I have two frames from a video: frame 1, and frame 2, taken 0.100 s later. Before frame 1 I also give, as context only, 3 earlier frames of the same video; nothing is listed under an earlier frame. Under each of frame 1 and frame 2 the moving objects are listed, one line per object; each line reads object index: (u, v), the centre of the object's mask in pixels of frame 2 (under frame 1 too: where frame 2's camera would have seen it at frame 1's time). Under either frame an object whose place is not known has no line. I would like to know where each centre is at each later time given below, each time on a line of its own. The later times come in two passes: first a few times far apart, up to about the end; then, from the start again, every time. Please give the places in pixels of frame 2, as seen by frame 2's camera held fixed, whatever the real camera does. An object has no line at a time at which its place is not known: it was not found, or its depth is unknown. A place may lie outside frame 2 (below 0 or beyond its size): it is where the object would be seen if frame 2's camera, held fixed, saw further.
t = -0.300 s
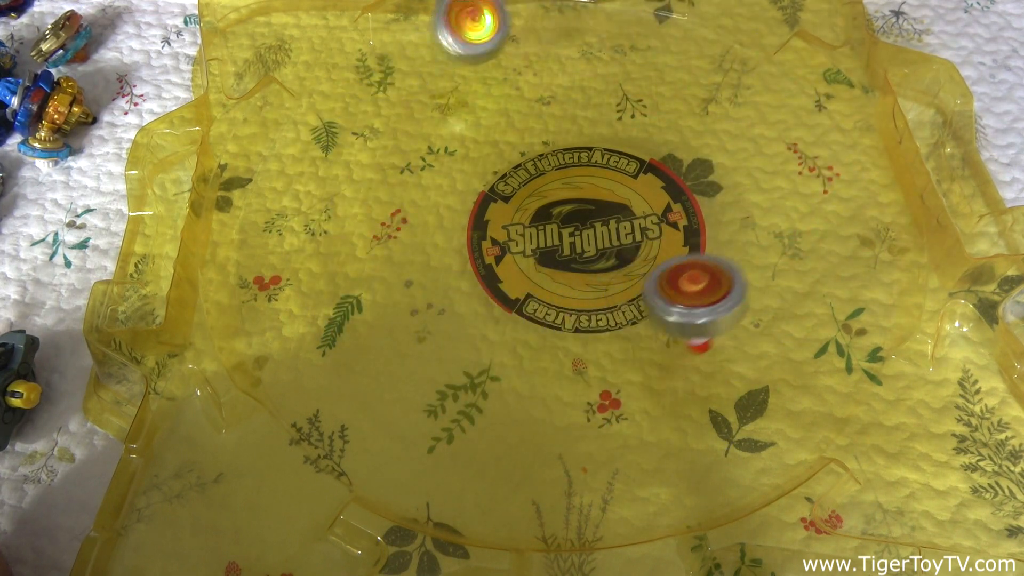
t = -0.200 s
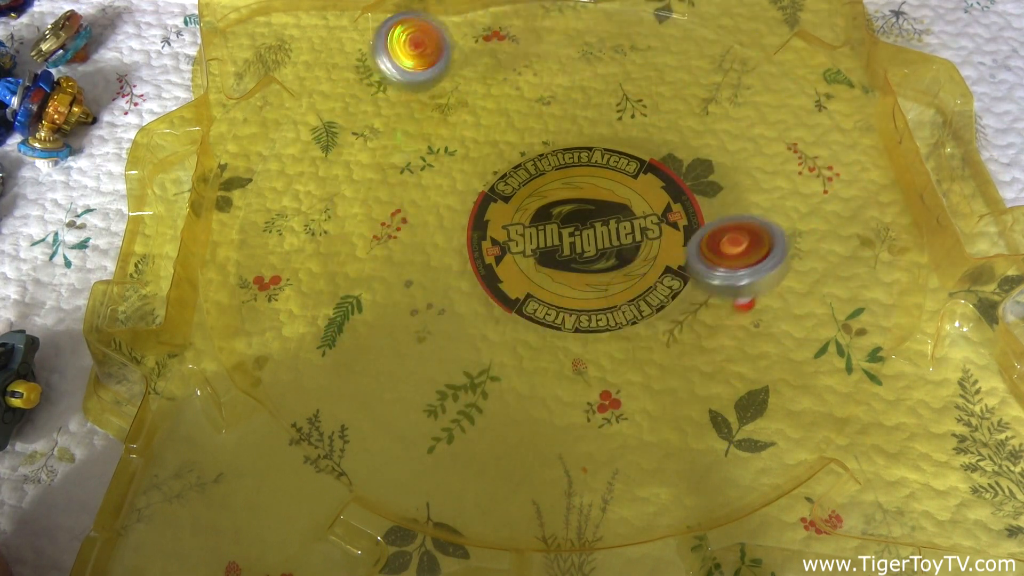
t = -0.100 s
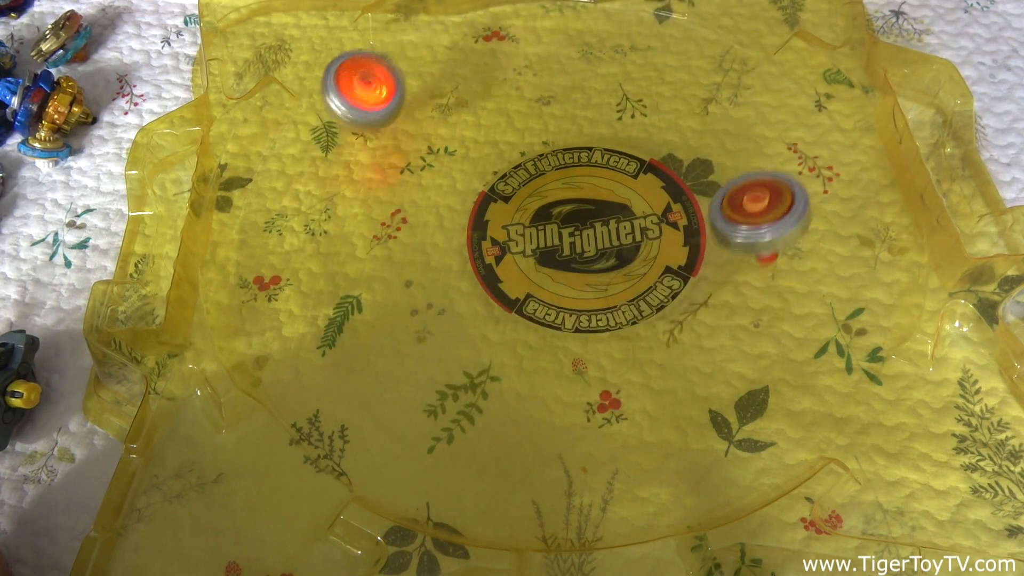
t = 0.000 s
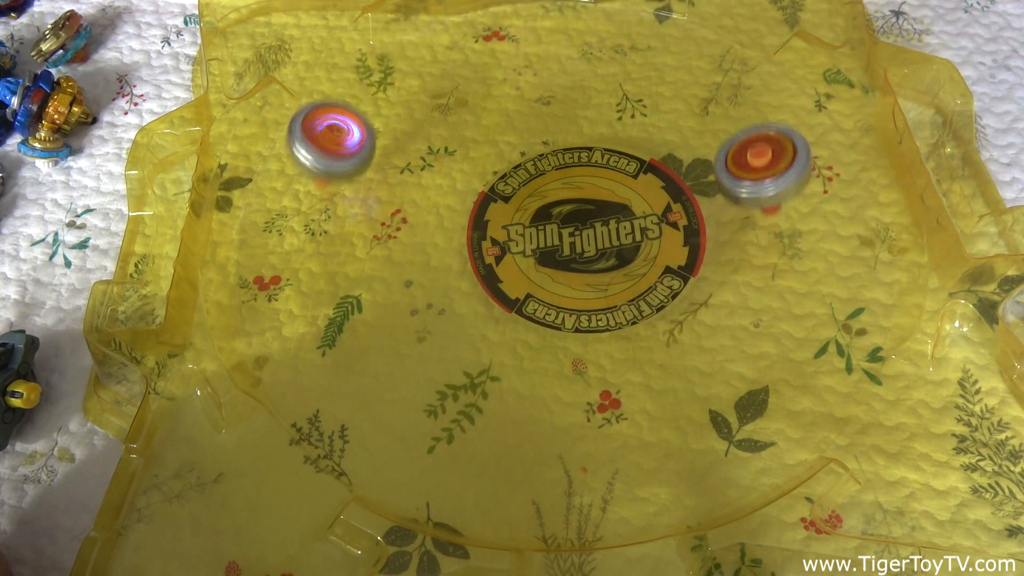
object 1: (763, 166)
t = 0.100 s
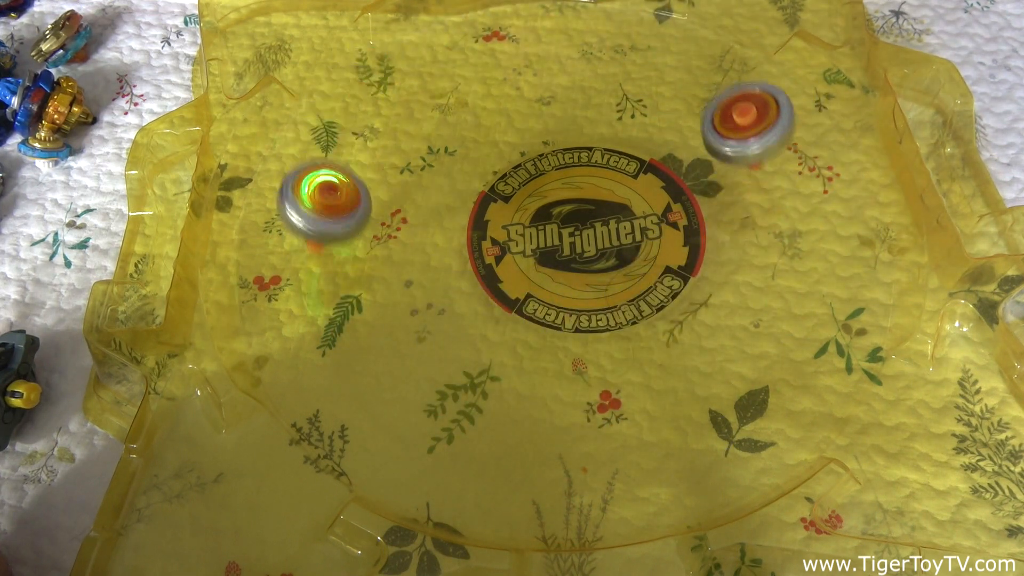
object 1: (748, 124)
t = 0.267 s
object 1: (689, 68)
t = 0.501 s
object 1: (575, 34)
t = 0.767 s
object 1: (445, 68)
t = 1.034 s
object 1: (377, 169)
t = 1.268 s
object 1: (421, 278)
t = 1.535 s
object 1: (578, 327)
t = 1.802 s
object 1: (720, 255)
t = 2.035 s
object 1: (740, 146)
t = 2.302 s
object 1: (646, 60)
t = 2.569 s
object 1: (509, 53)
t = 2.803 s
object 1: (411, 112)
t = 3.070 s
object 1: (400, 233)
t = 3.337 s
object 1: (528, 320)
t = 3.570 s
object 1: (670, 291)
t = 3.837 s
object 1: (730, 176)
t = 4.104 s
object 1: (652, 81)
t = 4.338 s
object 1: (536, 62)
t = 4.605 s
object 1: (424, 123)
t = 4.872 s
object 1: (416, 242)
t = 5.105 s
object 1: (525, 315)
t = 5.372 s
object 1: (677, 275)
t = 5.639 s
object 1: (712, 159)
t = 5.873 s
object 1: (634, 85)
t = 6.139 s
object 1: (504, 82)
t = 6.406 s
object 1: (417, 163)
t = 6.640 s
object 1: (447, 266)
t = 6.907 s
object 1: (592, 307)
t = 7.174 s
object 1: (702, 224)
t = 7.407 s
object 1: (679, 129)
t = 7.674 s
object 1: (565, 83)
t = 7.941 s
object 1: (453, 126)
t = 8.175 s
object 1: (431, 222)
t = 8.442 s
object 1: (537, 302)
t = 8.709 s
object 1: (670, 256)
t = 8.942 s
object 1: (687, 161)
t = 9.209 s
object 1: (594, 95)
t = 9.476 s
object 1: (478, 118)
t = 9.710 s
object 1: (436, 202)
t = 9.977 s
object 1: (519, 292)
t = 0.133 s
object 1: (738, 110)
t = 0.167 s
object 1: (728, 98)
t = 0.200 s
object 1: (717, 86)
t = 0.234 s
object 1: (704, 76)
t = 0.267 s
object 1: (689, 68)
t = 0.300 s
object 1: (674, 59)
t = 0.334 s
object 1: (658, 52)
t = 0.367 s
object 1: (642, 46)
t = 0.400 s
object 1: (626, 41)
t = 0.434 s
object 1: (609, 37)
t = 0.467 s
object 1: (592, 35)
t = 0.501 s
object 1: (575, 34)
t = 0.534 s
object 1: (557, 35)
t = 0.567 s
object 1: (541, 36)
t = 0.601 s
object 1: (523, 38)
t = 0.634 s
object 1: (506, 41)
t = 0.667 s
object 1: (490, 46)
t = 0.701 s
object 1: (474, 53)
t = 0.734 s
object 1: (459, 60)
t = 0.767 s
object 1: (445, 68)
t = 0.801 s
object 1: (431, 78)
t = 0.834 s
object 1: (419, 88)
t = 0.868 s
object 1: (407, 99)
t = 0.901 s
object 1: (398, 111)
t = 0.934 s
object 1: (391, 124)
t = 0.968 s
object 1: (384, 139)
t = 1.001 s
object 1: (380, 153)
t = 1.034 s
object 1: (377, 169)
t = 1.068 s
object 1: (376, 186)
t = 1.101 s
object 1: (379, 201)
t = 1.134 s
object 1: (382, 217)
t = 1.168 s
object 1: (389, 233)
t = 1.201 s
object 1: (398, 249)
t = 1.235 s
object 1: (408, 264)
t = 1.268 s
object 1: (421, 278)
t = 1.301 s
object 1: (436, 289)
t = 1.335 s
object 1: (452, 301)
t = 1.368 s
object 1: (471, 311)
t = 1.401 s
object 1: (490, 318)
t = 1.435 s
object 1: (512, 324)
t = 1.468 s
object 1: (534, 327)
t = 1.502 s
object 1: (555, 328)
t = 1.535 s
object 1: (578, 327)
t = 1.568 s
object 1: (600, 324)
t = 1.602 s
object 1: (621, 320)
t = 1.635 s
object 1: (642, 313)
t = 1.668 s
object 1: (661, 303)
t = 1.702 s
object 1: (678, 293)
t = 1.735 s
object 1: (694, 281)
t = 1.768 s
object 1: (708, 268)
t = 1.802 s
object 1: (720, 255)
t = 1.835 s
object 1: (730, 241)
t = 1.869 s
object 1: (737, 225)
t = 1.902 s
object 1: (742, 209)
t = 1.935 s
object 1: (745, 192)
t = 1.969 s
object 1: (746, 177)
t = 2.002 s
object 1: (744, 161)
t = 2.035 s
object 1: (740, 146)
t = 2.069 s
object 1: (732, 132)
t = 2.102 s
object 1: (723, 118)
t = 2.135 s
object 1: (713, 105)
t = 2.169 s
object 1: (702, 94)
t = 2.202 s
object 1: (689, 83)
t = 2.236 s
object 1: (676, 75)
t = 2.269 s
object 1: (661, 67)
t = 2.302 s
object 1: (646, 60)
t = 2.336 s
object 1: (630, 54)
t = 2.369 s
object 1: (614, 49)
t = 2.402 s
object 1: (596, 46)
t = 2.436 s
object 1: (579, 45)
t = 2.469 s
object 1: (562, 44)
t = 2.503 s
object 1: (543, 47)
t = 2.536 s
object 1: (526, 49)
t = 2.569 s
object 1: (509, 53)
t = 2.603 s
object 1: (492, 58)
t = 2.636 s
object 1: (476, 65)
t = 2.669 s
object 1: (461, 72)
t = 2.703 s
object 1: (446, 81)
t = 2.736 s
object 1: (433, 90)
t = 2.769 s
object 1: (422, 100)
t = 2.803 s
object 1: (411, 112)
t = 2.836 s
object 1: (402, 126)
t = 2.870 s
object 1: (395, 139)
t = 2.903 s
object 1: (390, 154)
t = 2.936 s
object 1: (387, 170)
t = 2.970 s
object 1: (387, 185)
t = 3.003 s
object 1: (389, 201)
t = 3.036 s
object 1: (394, 218)
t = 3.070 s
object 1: (400, 233)
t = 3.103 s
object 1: (409, 248)
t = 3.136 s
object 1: (421, 262)
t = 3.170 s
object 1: (434, 277)
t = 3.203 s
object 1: (448, 289)
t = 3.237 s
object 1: (467, 299)
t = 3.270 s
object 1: (486, 308)
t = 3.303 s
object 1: (507, 316)
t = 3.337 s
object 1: (528, 320)
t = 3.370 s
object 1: (549, 322)
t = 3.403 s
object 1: (572, 324)
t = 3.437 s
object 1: (593, 321)
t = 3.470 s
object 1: (613, 316)
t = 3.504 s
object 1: (634, 309)
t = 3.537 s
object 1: (654, 301)
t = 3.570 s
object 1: (670, 291)
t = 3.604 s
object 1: (687, 279)
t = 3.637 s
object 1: (701, 266)
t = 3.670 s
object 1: (712, 252)
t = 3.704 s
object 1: (720, 238)
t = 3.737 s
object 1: (727, 223)
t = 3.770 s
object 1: (730, 207)
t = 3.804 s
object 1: (730, 191)
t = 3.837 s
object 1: (730, 176)
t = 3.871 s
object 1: (728, 161)
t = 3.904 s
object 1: (722, 146)
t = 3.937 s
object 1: (713, 131)
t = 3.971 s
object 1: (704, 119)
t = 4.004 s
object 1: (693, 107)
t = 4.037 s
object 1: (680, 97)
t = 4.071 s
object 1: (667, 88)
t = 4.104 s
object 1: (652, 81)
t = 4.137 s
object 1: (637, 74)
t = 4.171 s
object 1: (621, 68)
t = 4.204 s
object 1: (605, 64)
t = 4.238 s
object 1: (587, 61)
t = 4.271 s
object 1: (570, 61)
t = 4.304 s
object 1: (554, 61)
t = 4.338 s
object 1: (536, 62)
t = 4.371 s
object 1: (520, 66)
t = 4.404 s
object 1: (503, 71)
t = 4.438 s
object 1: (488, 76)
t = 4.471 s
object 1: (473, 83)
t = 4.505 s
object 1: (459, 92)
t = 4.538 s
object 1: (445, 101)
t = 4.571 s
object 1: (434, 111)
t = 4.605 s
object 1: (424, 123)
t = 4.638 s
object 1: (415, 135)
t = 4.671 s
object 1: (408, 150)
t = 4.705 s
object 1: (404, 164)
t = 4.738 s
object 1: (402, 180)
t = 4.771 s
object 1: (401, 195)
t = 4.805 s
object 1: (404, 211)
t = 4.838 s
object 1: (410, 226)
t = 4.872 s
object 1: (416, 242)
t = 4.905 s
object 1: (426, 257)
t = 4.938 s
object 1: (438, 270)
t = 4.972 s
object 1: (451, 283)
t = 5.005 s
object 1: (468, 294)
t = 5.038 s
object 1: (487, 303)
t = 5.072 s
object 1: (505, 311)
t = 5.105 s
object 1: (525, 315)
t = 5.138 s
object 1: (546, 318)
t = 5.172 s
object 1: (568, 318)
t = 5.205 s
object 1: (588, 316)
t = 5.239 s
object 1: (608, 312)
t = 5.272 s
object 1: (629, 305)
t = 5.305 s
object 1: (646, 297)
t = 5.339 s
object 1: (663, 287)
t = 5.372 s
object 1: (677, 275)
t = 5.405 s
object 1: (691, 262)
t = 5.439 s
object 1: (701, 249)
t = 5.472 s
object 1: (709, 235)
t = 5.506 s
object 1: (715, 219)
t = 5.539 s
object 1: (718, 204)
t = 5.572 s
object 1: (718, 189)
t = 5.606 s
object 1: (717, 173)
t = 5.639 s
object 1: (712, 159)
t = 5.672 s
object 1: (705, 147)
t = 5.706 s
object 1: (697, 133)
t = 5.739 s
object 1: (687, 120)
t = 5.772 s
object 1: (675, 109)
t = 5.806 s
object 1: (662, 100)
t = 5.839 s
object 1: (648, 92)
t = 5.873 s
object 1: (634, 85)
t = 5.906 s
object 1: (618, 79)
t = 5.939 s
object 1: (602, 76)
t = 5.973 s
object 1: (586, 73)
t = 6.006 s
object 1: (570, 71)
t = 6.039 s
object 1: (552, 72)
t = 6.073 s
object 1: (536, 75)
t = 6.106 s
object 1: (520, 78)
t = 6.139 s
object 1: (504, 82)
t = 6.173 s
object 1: (489, 89)
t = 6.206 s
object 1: (475, 96)
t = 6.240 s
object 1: (462, 104)
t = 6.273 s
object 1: (450, 113)
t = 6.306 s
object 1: (440, 124)
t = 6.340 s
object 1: (430, 136)
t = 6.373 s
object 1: (423, 149)
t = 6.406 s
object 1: (417, 163)
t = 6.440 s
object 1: (414, 178)
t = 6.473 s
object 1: (414, 192)
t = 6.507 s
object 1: (416, 207)
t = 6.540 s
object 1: (420, 222)
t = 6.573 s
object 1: (427, 238)
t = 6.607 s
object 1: (435, 252)
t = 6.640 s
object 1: (447, 266)
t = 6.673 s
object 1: (461, 278)
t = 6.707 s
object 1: (476, 289)
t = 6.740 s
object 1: (493, 297)
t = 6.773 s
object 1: (512, 303)
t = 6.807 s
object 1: (532, 308)
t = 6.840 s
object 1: (551, 310)
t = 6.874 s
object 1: (571, 310)
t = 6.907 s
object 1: (592, 307)
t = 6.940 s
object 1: (612, 302)
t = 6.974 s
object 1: (630, 295)
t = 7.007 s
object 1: (647, 286)
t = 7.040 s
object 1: (661, 277)
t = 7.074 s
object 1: (674, 265)
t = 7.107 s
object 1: (685, 252)
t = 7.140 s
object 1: (694, 238)
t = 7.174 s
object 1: (702, 224)
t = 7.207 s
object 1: (705, 209)
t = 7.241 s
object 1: (706, 195)
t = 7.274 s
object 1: (705, 180)
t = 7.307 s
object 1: (702, 166)
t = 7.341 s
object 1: (696, 153)
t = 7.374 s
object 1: (688, 140)
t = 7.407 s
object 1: (679, 129)
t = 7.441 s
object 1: (667, 117)
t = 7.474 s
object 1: (654, 108)
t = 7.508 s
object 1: (641, 101)
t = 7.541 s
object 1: (627, 95)
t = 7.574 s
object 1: (613, 89)
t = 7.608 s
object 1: (597, 86)
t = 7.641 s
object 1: (582, 84)
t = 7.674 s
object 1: (565, 83)
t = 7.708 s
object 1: (549, 84)
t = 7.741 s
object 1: (533, 85)
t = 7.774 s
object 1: (517, 89)
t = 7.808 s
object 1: (503, 95)
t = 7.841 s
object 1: (489, 101)
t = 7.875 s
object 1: (475, 108)
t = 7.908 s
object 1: (463, 117)
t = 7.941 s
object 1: (453, 126)
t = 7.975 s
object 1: (444, 137)
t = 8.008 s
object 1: (436, 150)
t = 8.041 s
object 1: (430, 164)
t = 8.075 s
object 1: (427, 177)
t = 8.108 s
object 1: (425, 192)
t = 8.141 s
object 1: (426, 206)
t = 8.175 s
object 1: (431, 222)
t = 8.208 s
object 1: (437, 235)
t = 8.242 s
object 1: (445, 250)
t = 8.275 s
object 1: (456, 263)
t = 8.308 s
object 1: (469, 274)
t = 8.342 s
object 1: (484, 284)
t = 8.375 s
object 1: (500, 292)
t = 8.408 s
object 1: (518, 298)
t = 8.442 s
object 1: (537, 302)
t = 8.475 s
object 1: (557, 304)
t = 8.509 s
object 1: (575, 304)
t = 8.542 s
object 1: (594, 300)
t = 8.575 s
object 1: (613, 295)
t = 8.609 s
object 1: (631, 287)
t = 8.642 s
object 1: (646, 279)
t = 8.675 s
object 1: (660, 268)
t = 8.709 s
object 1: (670, 256)
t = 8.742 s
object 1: (680, 244)
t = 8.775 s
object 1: (687, 231)
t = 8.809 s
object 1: (692, 216)
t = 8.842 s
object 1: (695, 202)
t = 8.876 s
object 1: (695, 187)
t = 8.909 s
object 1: (692, 174)
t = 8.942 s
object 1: (687, 161)
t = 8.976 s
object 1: (681, 149)
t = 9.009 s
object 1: (672, 137)
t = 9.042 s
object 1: (662, 127)
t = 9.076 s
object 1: (649, 117)
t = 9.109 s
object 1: (636, 109)
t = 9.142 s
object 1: (623, 103)
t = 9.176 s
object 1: (609, 98)
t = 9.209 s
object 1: (594, 95)
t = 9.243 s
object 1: (579, 93)
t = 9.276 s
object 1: (563, 92)
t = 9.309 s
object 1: (549, 93)
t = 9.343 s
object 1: (533, 95)
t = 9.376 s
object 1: (518, 99)
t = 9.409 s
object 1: (504, 104)
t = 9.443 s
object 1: (491, 110)
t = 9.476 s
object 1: (478, 118)
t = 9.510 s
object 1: (467, 126)
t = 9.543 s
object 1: (457, 136)
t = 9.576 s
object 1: (449, 148)
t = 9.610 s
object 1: (442, 160)
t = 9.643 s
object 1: (437, 174)
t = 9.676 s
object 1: (435, 188)
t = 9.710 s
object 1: (436, 202)
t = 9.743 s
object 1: (438, 216)
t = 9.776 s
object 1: (443, 230)
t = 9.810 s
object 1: (451, 244)
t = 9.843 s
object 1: (461, 257)
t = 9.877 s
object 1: (472, 268)
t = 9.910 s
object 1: (486, 278)
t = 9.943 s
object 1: (501, 286)
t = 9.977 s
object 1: (519, 292)
